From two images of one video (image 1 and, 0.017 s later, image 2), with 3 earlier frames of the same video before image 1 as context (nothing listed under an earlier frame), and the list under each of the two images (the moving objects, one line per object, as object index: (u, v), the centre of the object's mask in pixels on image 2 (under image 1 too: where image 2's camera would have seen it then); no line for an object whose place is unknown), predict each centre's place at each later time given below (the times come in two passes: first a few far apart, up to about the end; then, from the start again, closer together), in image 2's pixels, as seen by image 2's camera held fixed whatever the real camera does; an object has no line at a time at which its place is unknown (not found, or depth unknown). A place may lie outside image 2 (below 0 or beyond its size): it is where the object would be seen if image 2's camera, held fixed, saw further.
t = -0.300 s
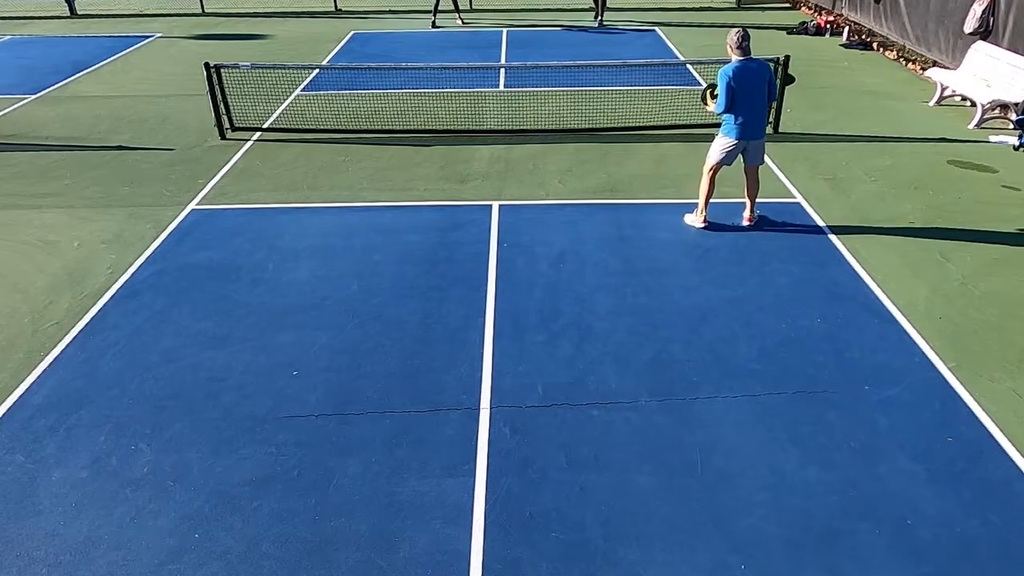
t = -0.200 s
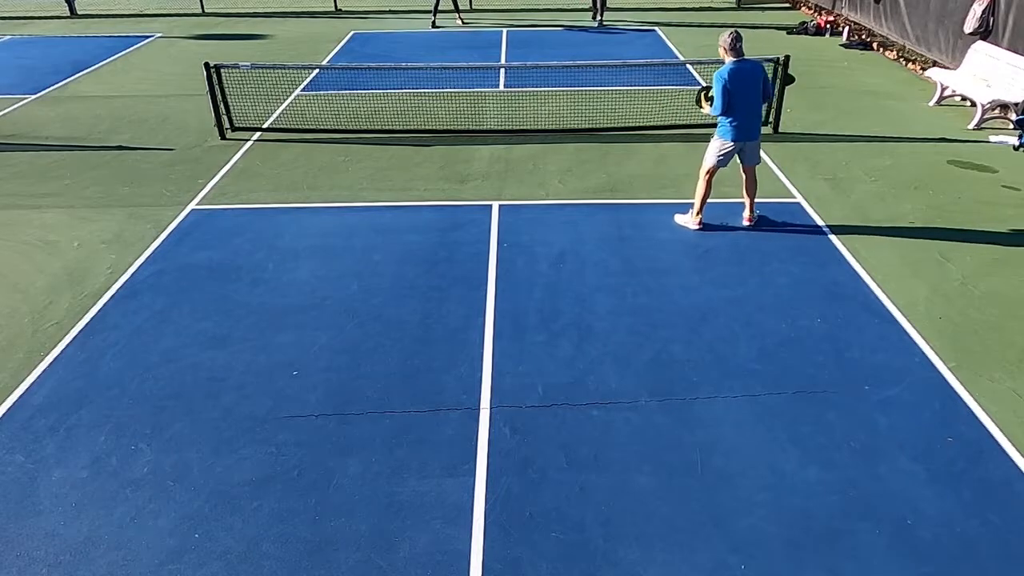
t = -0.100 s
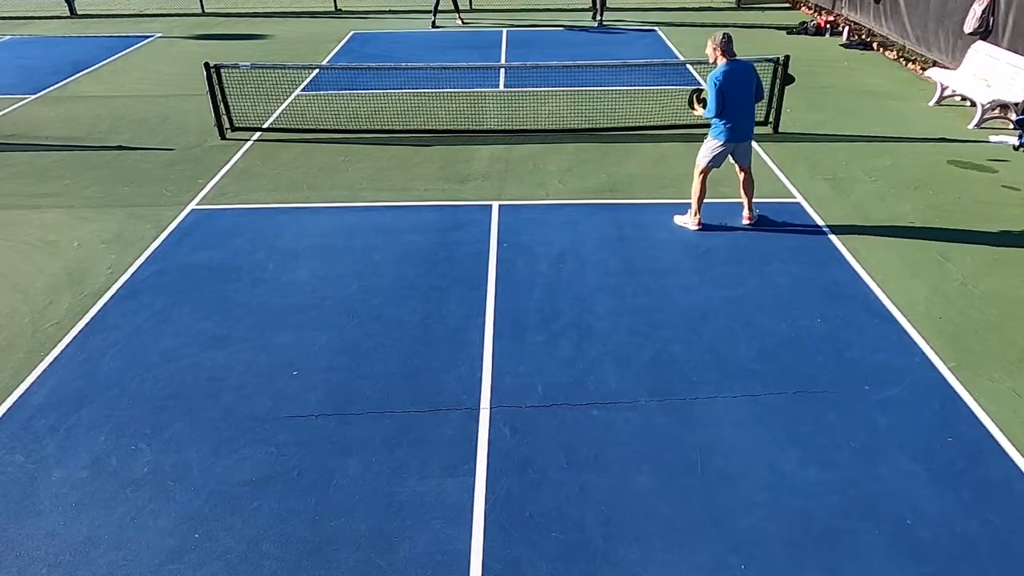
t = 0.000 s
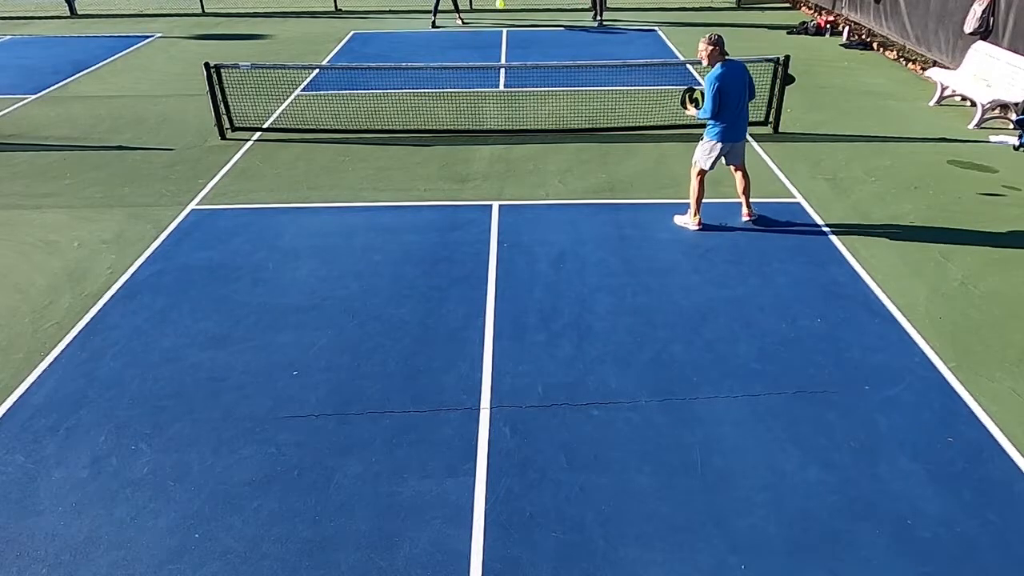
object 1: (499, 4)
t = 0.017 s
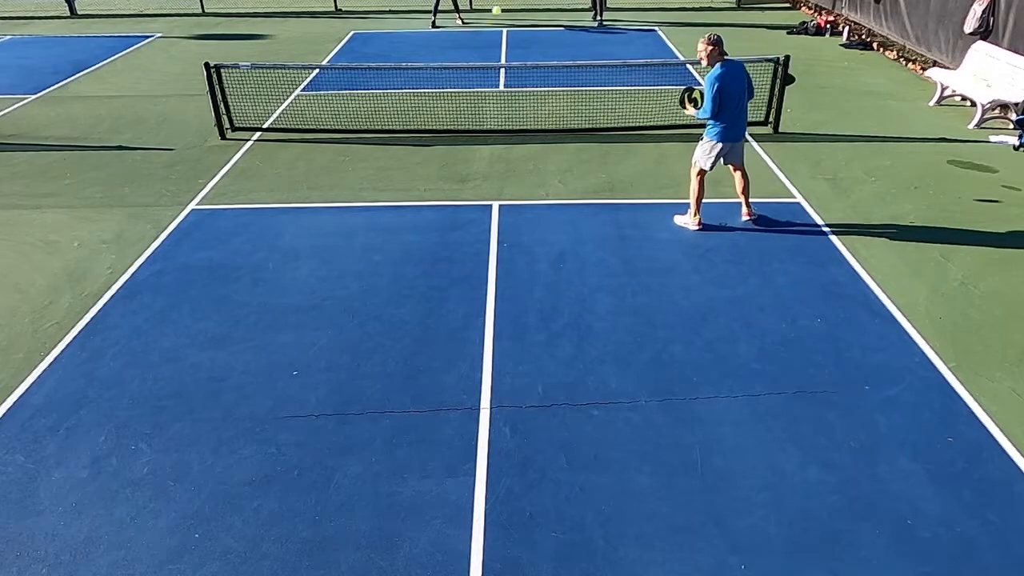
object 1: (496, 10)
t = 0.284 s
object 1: (437, 200)
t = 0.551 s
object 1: (359, 402)
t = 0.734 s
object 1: (282, 486)
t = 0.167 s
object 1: (465, 96)
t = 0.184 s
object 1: (462, 109)
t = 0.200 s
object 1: (458, 122)
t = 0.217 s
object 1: (453, 136)
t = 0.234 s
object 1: (450, 151)
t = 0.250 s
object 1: (445, 167)
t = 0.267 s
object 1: (441, 183)
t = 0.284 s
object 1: (437, 200)
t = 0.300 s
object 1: (432, 218)
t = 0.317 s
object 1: (428, 237)
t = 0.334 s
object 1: (424, 257)
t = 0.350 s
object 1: (419, 277)
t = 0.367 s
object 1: (415, 299)
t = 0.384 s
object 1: (411, 321)
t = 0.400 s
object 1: (406, 344)
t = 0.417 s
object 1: (401, 368)
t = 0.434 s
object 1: (397, 392)
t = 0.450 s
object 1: (392, 392)
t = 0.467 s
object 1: (387, 392)
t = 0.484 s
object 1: (382, 393)
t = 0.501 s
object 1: (377, 395)
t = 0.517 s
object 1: (371, 396)
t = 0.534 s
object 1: (366, 399)
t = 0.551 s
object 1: (359, 402)
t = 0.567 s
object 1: (354, 406)
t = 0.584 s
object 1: (347, 410)
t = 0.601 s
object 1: (341, 415)
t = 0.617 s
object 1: (334, 421)
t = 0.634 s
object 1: (327, 428)
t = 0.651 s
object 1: (321, 435)
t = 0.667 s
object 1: (313, 443)
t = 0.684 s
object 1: (306, 453)
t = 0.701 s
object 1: (298, 463)
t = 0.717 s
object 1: (290, 474)
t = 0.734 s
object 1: (282, 486)
